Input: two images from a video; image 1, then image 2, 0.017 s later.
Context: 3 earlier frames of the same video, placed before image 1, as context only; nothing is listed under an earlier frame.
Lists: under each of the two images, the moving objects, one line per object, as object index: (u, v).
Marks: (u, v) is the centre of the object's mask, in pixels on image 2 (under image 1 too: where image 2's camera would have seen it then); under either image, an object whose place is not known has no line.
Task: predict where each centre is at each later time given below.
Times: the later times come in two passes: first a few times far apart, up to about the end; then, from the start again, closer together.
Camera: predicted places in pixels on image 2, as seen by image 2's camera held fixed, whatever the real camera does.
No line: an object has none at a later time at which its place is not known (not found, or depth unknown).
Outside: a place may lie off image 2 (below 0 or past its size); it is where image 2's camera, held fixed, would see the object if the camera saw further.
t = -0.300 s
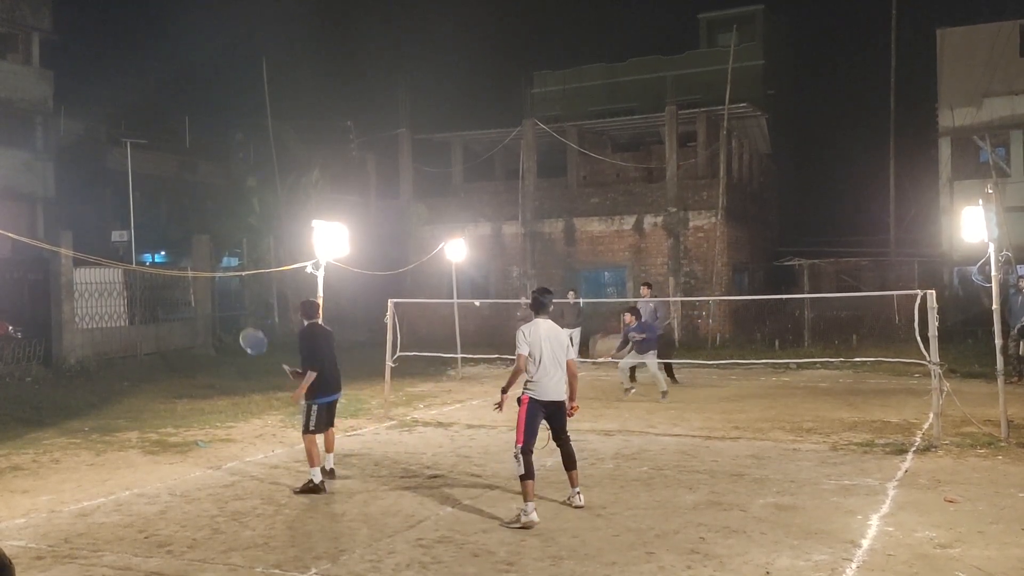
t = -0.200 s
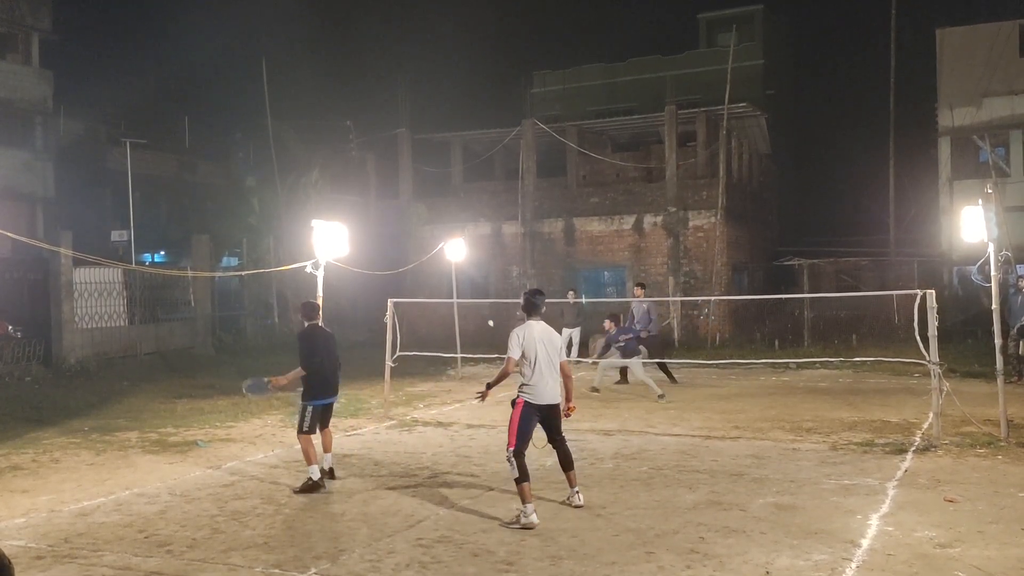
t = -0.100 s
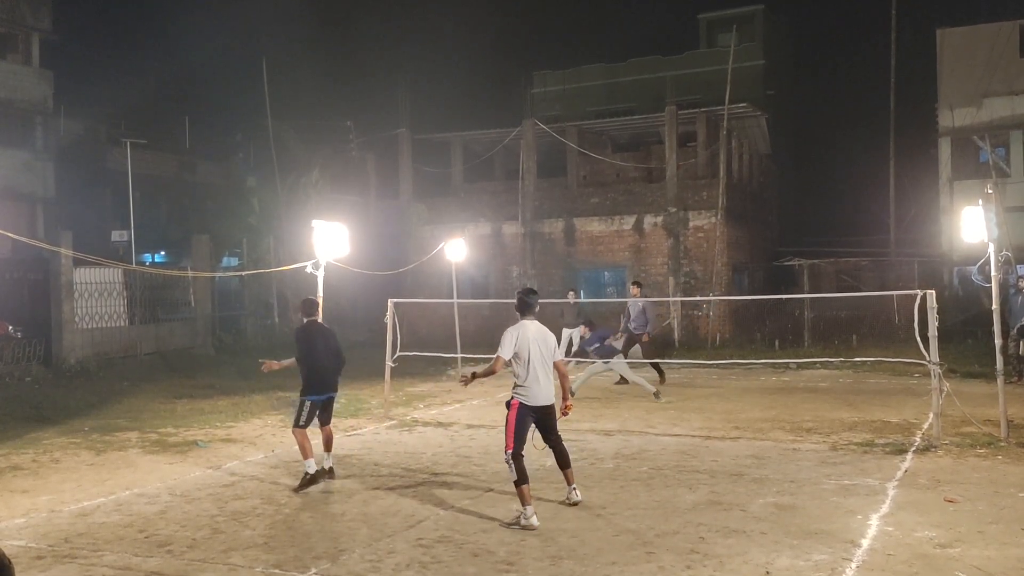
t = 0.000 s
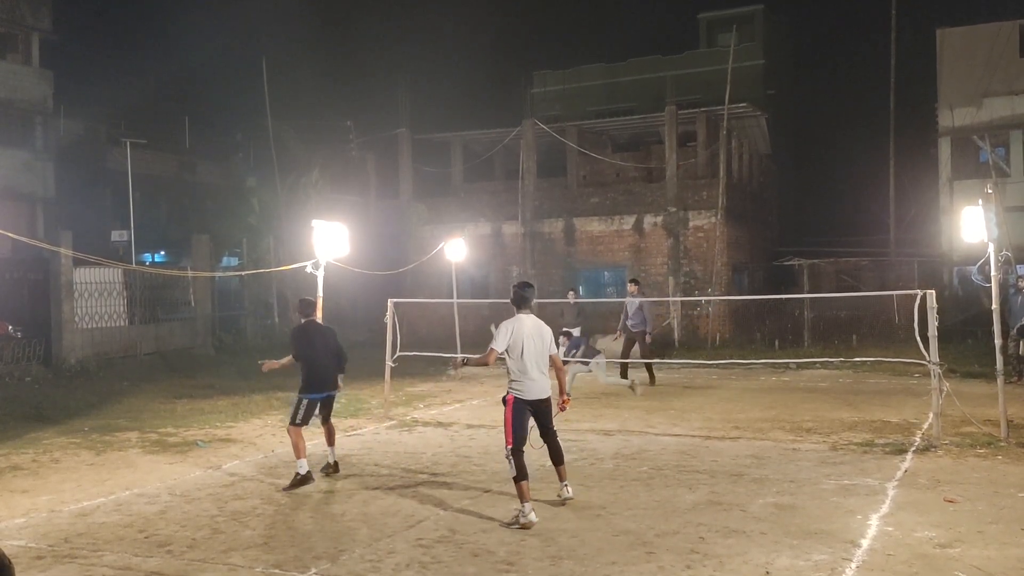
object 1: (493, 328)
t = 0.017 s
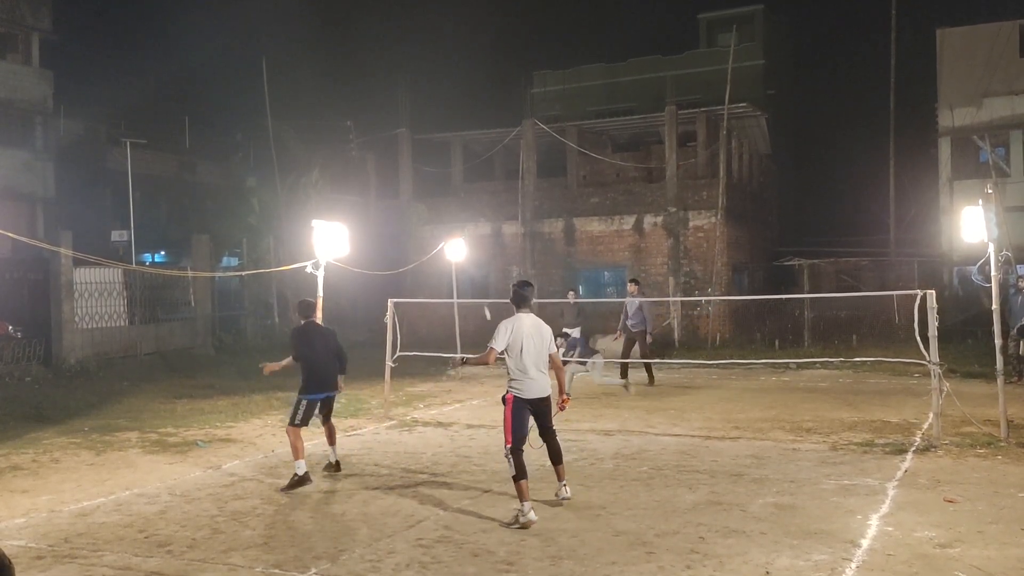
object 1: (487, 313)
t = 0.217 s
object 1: (418, 166)
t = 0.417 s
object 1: (370, 83)
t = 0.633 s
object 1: (328, 40)
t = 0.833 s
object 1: (292, 41)
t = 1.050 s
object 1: (256, 87)
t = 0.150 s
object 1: (438, 205)
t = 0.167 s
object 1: (433, 195)
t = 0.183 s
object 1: (428, 185)
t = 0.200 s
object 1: (423, 175)
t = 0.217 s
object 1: (418, 166)
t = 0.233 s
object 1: (414, 157)
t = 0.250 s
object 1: (410, 149)
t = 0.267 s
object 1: (405, 140)
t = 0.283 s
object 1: (401, 133)
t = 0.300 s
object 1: (396, 125)
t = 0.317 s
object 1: (392, 119)
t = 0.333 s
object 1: (389, 112)
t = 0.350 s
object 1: (385, 105)
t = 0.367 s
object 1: (381, 99)
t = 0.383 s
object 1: (378, 93)
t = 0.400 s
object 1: (374, 88)
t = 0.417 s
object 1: (370, 83)
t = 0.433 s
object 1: (367, 77)
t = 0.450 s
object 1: (364, 73)
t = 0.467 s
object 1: (360, 69)
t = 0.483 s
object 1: (357, 65)
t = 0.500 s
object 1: (354, 61)
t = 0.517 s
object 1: (350, 57)
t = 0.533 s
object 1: (347, 54)
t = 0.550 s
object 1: (344, 51)
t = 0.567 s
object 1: (341, 49)
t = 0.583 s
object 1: (337, 46)
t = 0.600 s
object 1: (334, 44)
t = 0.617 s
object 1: (331, 42)
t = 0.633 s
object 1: (328, 40)
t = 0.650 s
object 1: (325, 39)
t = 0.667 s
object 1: (322, 37)
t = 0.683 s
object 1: (319, 37)
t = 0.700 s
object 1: (316, 36)
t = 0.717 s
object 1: (313, 36)
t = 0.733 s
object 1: (310, 35)
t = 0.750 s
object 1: (307, 36)
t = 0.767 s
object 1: (304, 36)
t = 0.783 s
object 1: (301, 37)
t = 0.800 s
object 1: (298, 38)
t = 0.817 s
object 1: (295, 39)
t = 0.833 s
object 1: (292, 41)
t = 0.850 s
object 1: (289, 43)
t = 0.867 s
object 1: (286, 45)
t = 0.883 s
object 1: (283, 47)
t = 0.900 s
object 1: (280, 50)
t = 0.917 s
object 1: (278, 53)
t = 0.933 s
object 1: (275, 56)
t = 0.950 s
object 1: (272, 59)
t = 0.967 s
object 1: (269, 63)
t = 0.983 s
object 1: (266, 67)
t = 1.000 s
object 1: (263, 72)
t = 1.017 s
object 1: (261, 76)
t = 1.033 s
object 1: (258, 81)
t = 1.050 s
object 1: (256, 87)
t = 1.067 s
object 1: (253, 92)
